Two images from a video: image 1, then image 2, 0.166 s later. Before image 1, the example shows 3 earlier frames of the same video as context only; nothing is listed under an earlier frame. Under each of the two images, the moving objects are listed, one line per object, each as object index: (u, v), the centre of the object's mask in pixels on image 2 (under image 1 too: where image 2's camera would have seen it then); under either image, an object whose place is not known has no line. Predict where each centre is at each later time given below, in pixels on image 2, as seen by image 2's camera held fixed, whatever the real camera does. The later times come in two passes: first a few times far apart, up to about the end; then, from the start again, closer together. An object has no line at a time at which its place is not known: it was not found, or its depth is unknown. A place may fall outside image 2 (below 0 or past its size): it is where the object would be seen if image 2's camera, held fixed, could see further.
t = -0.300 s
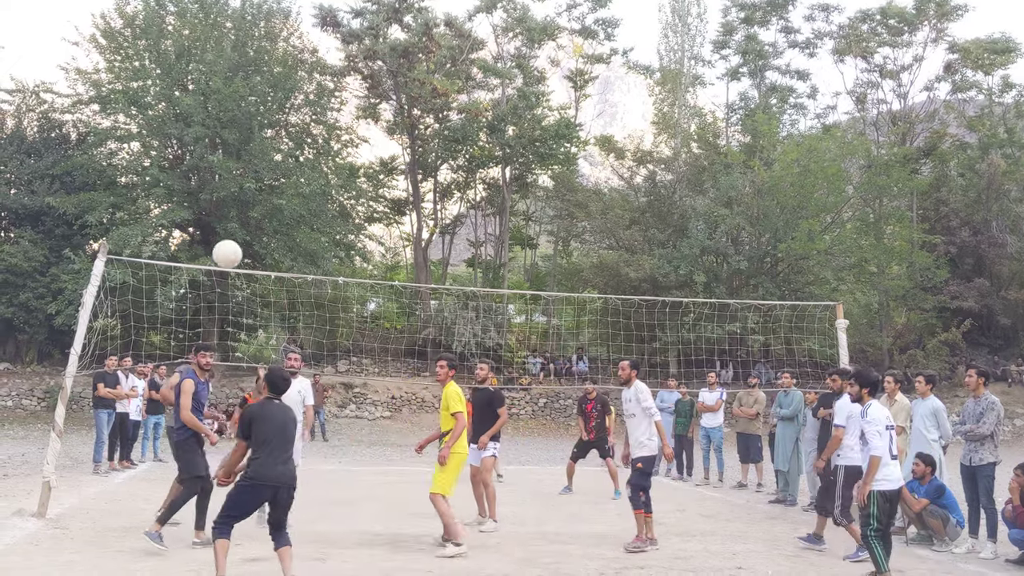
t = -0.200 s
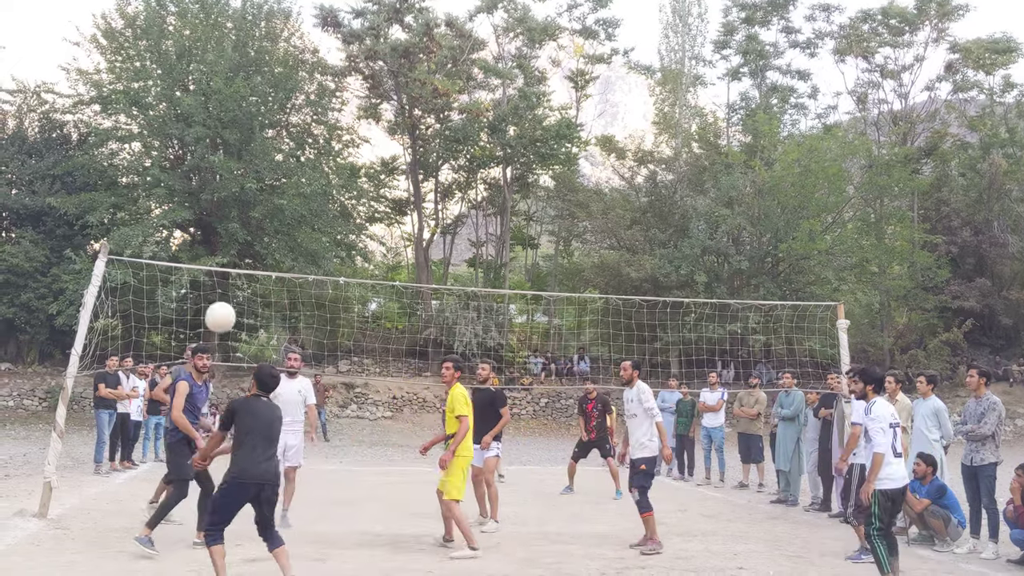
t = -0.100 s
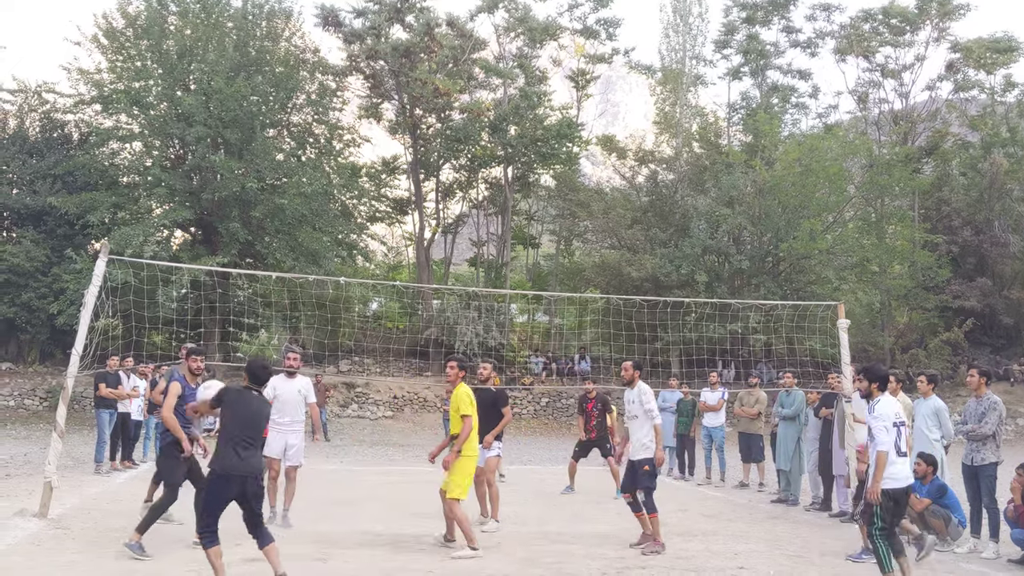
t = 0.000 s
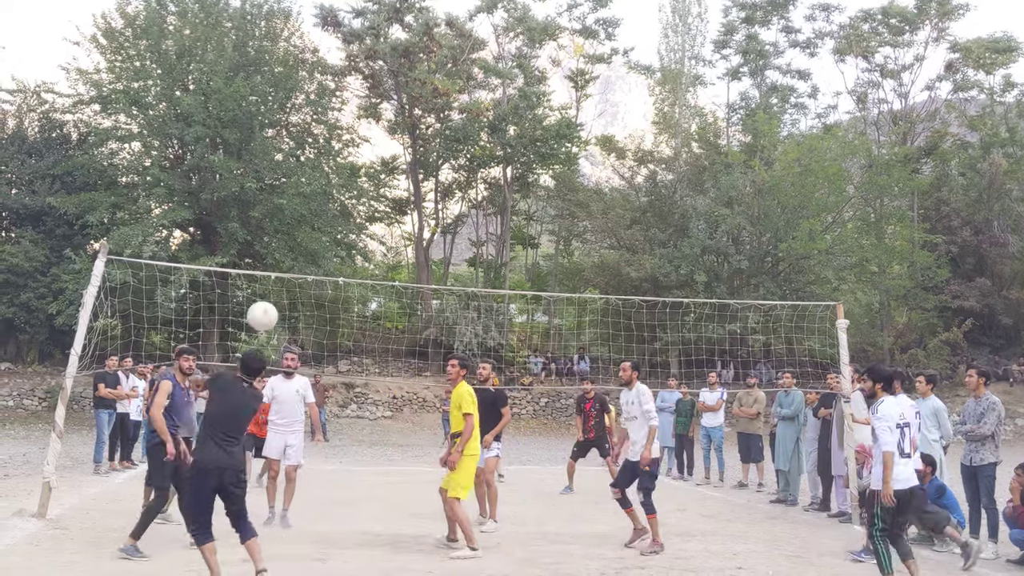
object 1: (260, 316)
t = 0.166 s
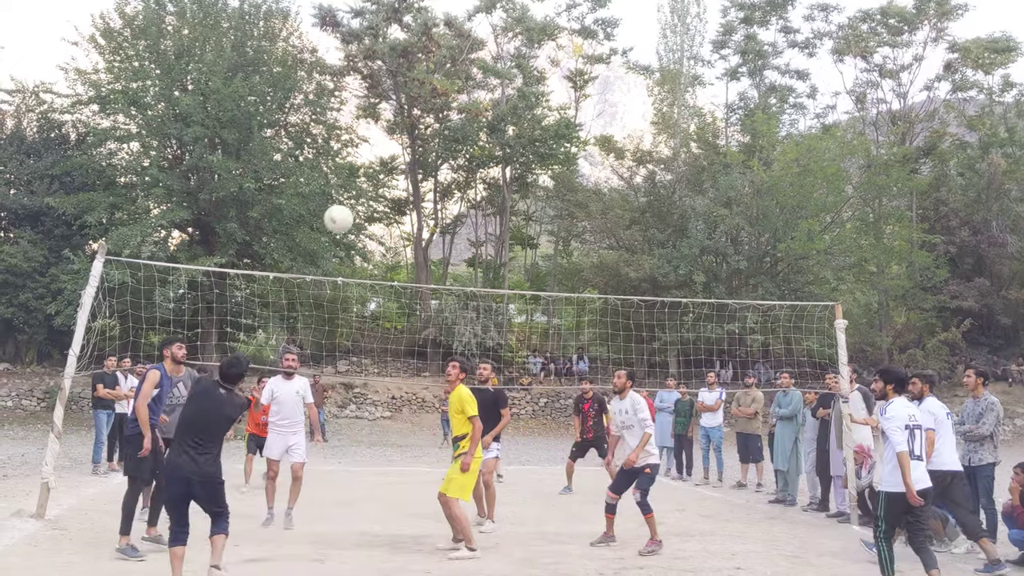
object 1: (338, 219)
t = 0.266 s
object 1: (382, 180)
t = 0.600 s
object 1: (511, 143)
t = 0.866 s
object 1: (602, 207)
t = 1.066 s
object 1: (667, 305)
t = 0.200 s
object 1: (353, 205)
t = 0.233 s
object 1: (368, 192)
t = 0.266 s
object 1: (382, 180)
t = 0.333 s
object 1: (410, 163)
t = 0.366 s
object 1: (423, 156)
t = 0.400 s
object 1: (436, 151)
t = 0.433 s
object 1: (448, 146)
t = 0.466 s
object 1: (461, 143)
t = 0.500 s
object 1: (474, 141)
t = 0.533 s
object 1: (486, 141)
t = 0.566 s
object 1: (498, 141)
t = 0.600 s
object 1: (511, 143)
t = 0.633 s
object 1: (523, 147)
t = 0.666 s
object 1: (535, 152)
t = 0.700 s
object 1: (546, 159)
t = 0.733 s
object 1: (558, 166)
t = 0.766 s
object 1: (569, 175)
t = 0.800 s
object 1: (580, 185)
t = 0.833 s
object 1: (591, 196)
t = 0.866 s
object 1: (602, 207)
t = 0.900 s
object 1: (613, 221)
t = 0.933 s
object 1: (623, 235)
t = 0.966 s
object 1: (634, 251)
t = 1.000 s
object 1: (645, 267)
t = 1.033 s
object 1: (656, 285)
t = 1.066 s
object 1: (667, 305)
